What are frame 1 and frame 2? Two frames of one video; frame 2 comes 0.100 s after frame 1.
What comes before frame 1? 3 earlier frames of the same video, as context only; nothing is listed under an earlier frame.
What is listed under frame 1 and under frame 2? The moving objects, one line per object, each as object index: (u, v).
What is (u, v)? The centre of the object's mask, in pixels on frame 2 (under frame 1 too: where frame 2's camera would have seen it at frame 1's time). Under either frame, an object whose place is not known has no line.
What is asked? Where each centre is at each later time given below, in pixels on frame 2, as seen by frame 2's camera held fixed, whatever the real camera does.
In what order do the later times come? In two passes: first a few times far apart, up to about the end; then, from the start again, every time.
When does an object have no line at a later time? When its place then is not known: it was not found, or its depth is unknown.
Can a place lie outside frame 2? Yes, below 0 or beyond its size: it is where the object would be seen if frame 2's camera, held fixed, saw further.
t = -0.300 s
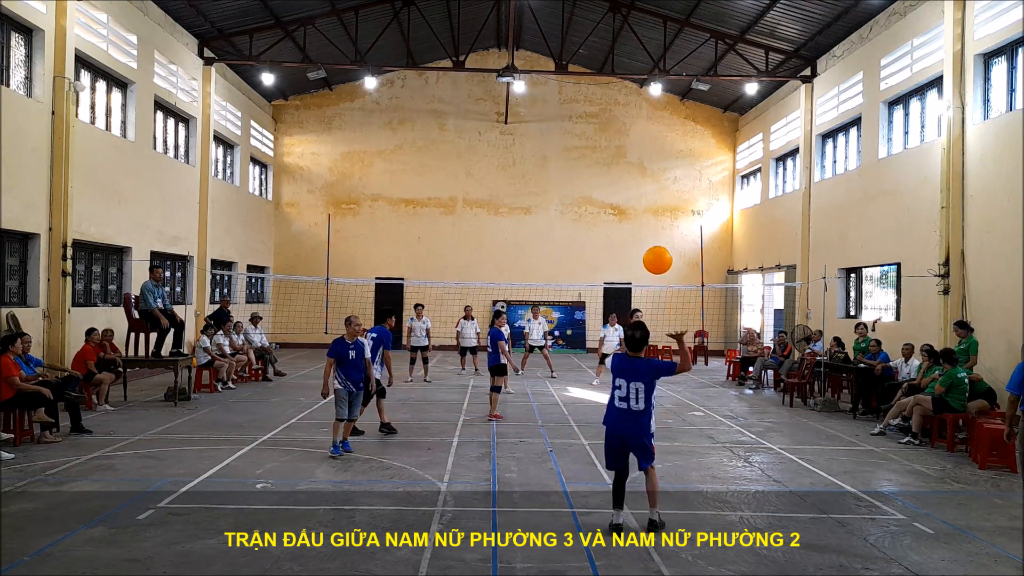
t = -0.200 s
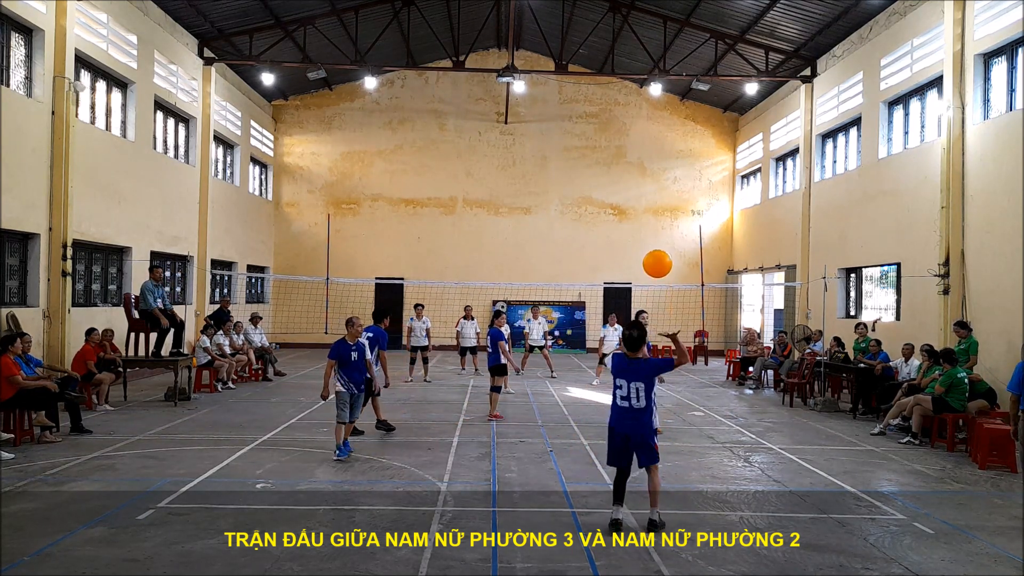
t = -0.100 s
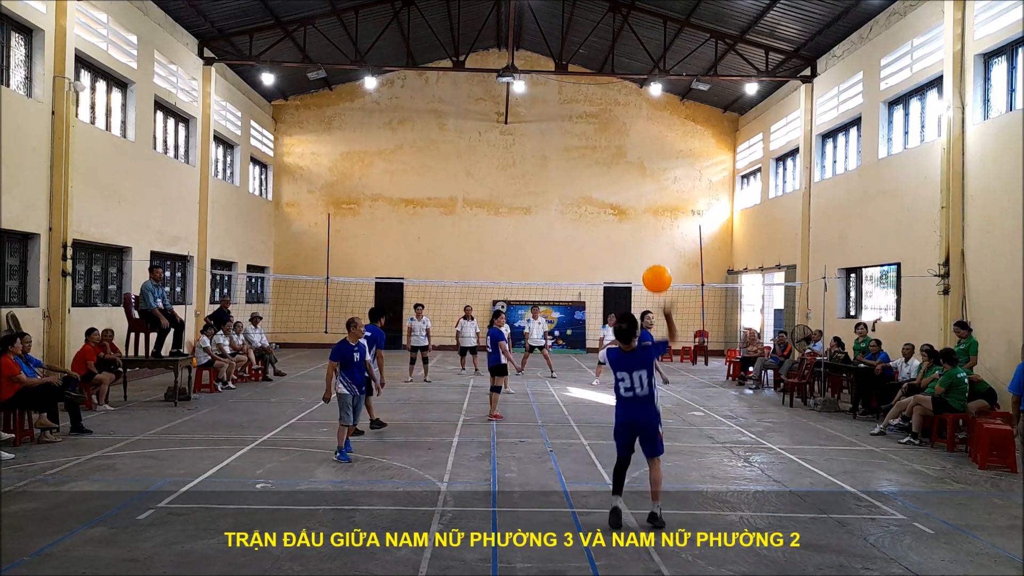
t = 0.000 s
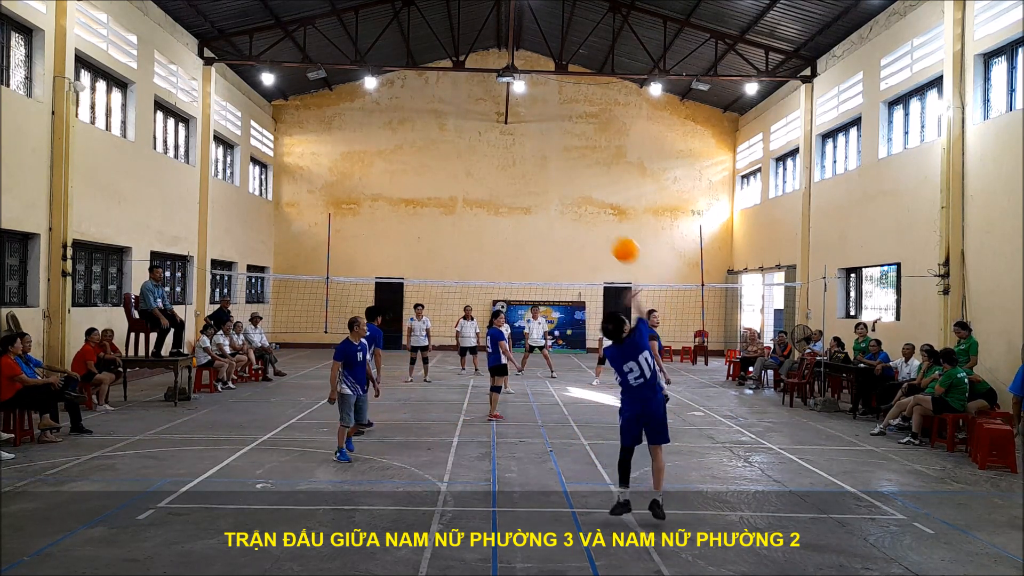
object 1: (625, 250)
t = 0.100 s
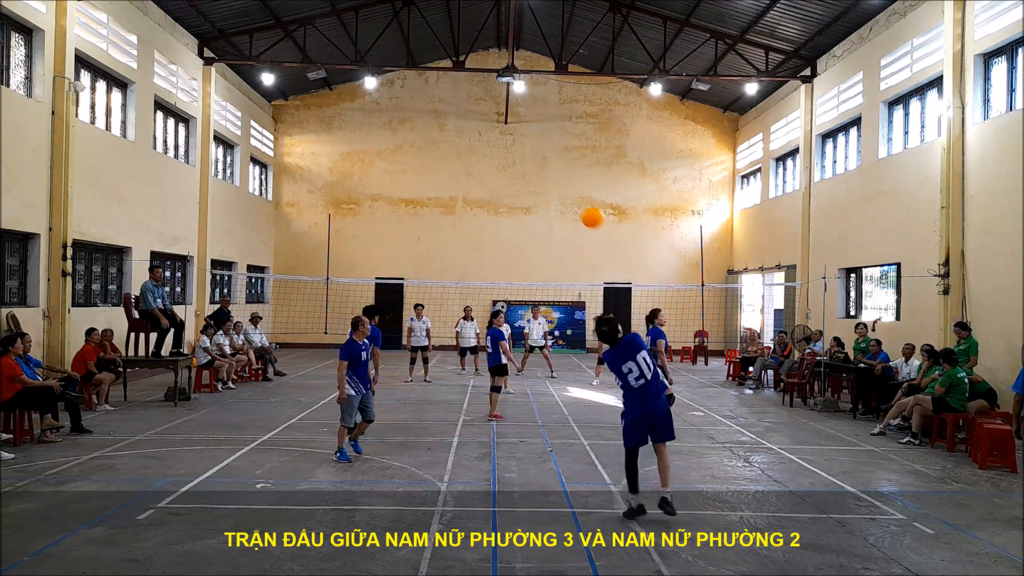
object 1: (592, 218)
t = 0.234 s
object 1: (562, 199)
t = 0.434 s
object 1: (532, 204)
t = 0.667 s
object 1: (510, 238)
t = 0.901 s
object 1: (494, 289)
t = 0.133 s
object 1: (583, 210)
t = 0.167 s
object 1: (576, 205)
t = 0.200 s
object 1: (569, 201)
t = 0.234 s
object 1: (562, 199)
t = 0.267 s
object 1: (556, 197)
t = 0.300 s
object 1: (550, 197)
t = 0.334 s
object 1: (545, 198)
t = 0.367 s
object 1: (540, 199)
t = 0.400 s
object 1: (536, 202)
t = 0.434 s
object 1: (532, 204)
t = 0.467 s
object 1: (528, 207)
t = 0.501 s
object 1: (525, 212)
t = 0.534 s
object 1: (521, 216)
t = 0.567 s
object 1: (518, 220)
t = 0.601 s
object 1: (515, 226)
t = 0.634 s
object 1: (513, 232)
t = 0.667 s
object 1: (510, 238)
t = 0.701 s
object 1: (507, 244)
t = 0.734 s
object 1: (505, 251)
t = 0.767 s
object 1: (503, 258)
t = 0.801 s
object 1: (501, 265)
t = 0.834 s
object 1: (498, 272)
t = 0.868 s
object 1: (496, 278)
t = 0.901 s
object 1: (494, 289)
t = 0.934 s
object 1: (492, 295)
